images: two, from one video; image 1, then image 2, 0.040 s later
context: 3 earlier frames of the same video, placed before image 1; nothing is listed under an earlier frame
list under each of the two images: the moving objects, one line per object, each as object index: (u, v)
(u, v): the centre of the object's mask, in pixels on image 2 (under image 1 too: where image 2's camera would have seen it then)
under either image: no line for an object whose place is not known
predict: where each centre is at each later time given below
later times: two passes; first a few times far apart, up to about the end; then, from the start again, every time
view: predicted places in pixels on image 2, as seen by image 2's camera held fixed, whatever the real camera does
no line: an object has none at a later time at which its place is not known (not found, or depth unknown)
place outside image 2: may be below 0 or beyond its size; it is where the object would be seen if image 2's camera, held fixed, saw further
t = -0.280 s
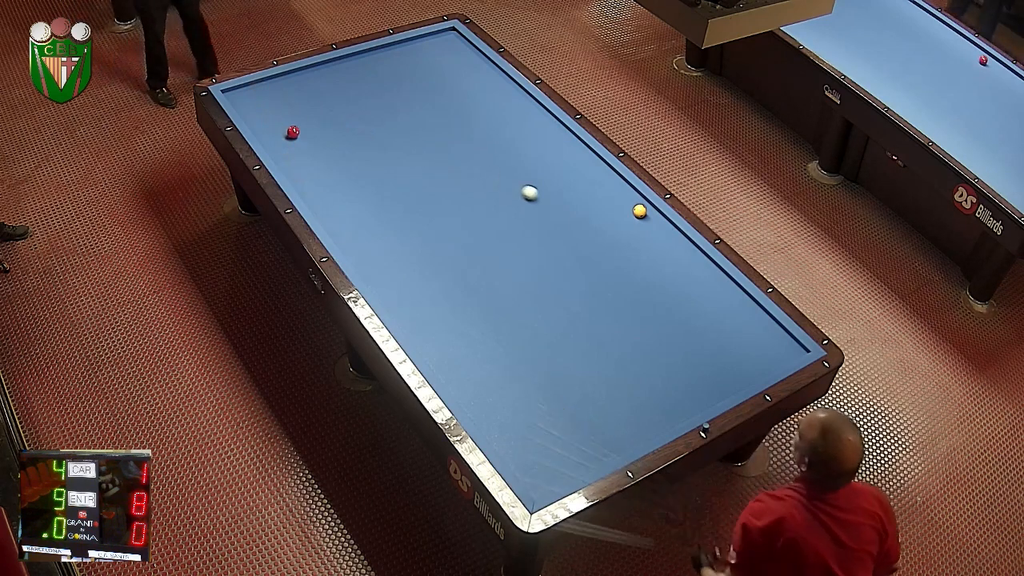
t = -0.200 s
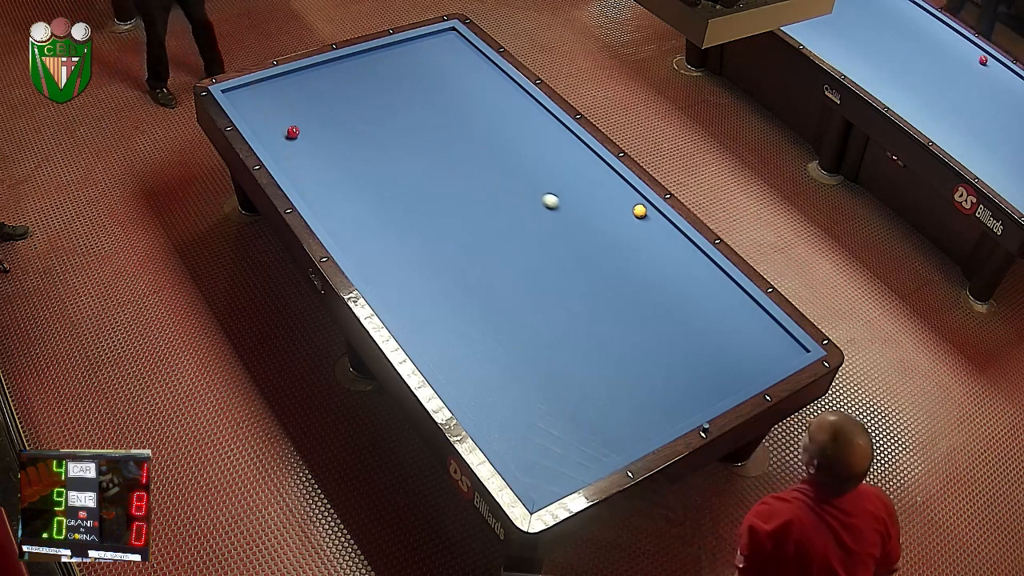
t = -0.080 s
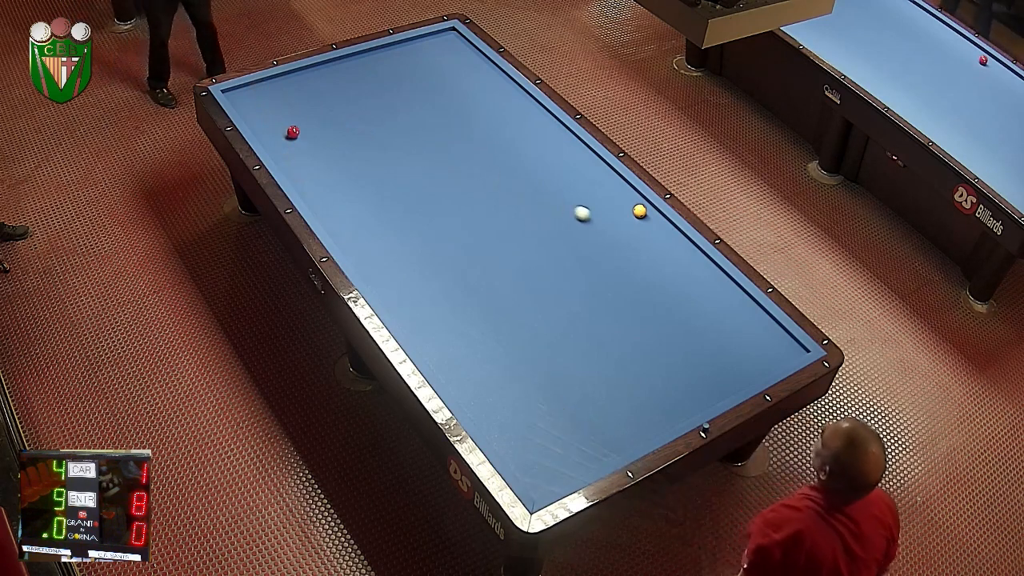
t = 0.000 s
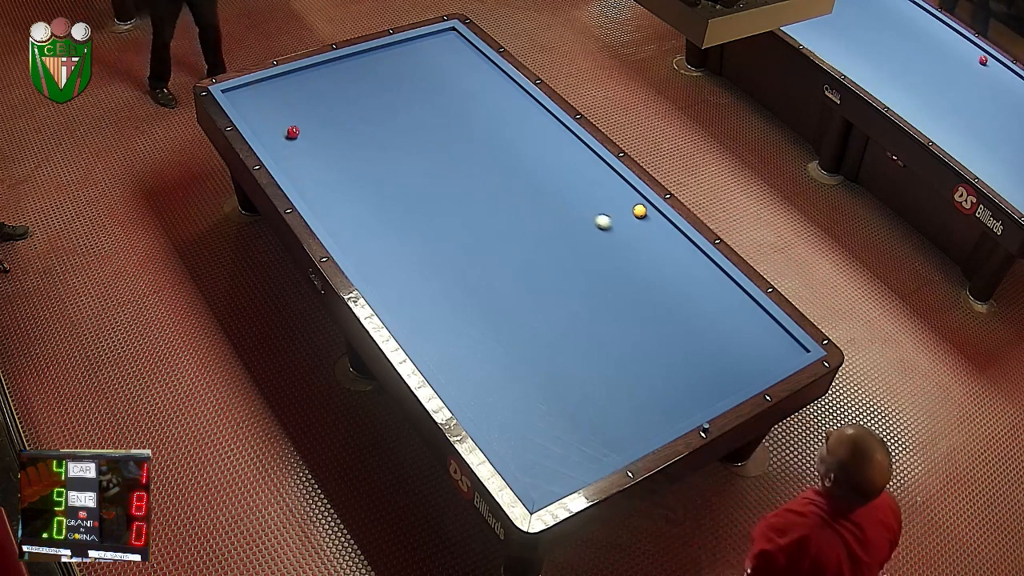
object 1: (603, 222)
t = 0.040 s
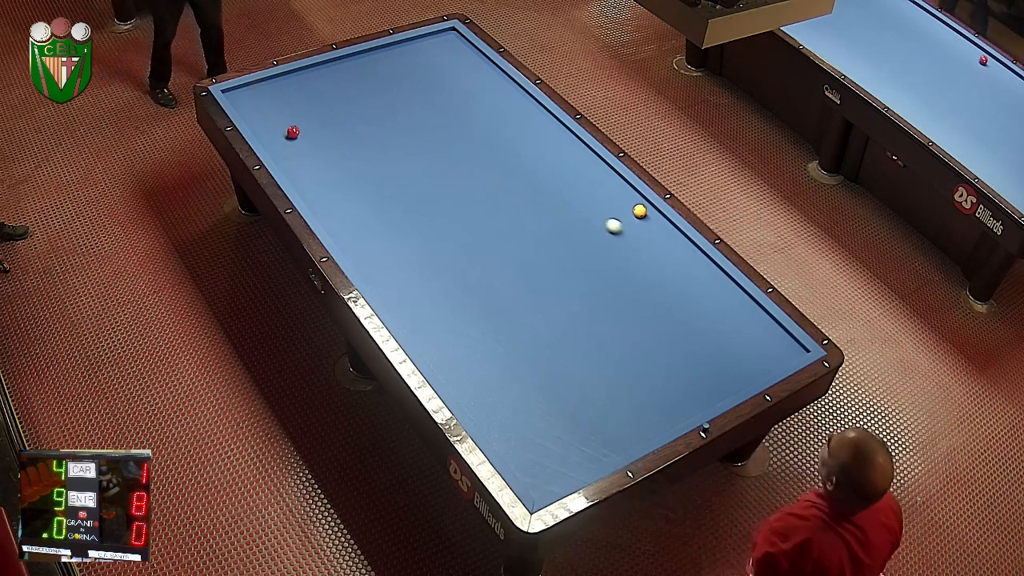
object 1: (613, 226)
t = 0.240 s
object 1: (666, 247)
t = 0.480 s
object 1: (717, 277)
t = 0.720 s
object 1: (737, 316)
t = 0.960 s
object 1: (759, 356)
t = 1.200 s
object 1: (739, 362)
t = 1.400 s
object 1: (706, 353)
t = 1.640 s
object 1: (667, 343)
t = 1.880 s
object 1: (629, 333)
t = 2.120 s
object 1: (592, 323)
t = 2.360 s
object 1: (555, 313)
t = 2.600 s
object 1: (519, 304)
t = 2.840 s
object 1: (484, 294)
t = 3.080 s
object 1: (451, 285)
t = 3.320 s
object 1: (417, 277)
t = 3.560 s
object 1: (386, 269)
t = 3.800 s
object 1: (356, 260)
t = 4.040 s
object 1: (354, 245)
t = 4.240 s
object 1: (356, 233)
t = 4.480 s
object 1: (357, 219)
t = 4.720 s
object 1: (358, 206)
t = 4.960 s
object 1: (359, 194)
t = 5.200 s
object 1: (360, 182)
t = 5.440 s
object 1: (361, 171)
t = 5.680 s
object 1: (362, 161)
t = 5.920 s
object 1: (363, 151)
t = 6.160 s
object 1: (364, 142)
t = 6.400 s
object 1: (365, 134)
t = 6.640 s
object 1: (366, 126)
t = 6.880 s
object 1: (367, 118)
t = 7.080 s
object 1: (368, 112)
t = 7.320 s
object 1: (369, 106)
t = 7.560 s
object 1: (370, 99)
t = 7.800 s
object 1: (371, 93)
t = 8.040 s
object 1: (372, 88)
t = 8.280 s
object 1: (373, 83)
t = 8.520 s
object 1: (373, 78)
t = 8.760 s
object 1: (374, 74)
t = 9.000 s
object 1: (375, 69)
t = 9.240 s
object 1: (376, 65)
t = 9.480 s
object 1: (376, 62)
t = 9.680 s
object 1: (377, 59)
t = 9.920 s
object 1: (378, 57)
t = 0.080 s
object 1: (624, 230)
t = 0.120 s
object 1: (634, 234)
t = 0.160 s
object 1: (645, 239)
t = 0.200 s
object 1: (656, 243)
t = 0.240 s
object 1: (666, 247)
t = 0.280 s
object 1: (677, 252)
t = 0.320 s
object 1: (687, 256)
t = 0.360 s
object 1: (698, 260)
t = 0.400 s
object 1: (709, 265)
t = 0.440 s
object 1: (714, 270)
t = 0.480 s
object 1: (717, 277)
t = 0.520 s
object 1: (720, 283)
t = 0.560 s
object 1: (723, 289)
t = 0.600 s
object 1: (727, 296)
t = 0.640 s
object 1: (730, 302)
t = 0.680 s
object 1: (734, 309)
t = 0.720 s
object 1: (737, 316)
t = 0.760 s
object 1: (741, 322)
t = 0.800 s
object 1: (745, 329)
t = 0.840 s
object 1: (748, 336)
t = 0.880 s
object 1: (752, 342)
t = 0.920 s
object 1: (755, 349)
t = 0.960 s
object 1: (759, 356)
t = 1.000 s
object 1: (763, 363)
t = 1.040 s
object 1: (765, 369)
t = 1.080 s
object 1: (759, 368)
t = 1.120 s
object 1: (752, 366)
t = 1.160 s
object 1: (745, 364)
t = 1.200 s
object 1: (739, 362)
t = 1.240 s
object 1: (732, 360)
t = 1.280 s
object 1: (725, 358)
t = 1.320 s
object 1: (719, 357)
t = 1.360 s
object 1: (712, 355)
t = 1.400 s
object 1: (706, 353)
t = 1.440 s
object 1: (699, 352)
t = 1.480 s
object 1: (693, 350)
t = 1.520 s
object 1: (686, 348)
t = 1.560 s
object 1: (680, 346)
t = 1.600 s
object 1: (674, 345)
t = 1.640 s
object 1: (667, 343)
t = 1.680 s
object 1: (661, 341)
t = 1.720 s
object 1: (655, 340)
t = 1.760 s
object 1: (648, 338)
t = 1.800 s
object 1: (642, 336)
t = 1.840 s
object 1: (635, 335)
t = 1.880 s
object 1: (629, 333)
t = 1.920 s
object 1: (623, 331)
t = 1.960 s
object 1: (617, 330)
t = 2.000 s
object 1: (611, 328)
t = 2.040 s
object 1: (604, 326)
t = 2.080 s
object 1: (598, 324)
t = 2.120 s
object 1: (592, 323)
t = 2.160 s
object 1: (586, 321)
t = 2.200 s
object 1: (579, 320)
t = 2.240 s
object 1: (573, 318)
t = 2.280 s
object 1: (567, 316)
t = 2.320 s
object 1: (561, 315)
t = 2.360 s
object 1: (555, 313)
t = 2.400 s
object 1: (549, 312)
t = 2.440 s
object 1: (543, 310)
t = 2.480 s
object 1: (537, 309)
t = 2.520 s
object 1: (531, 307)
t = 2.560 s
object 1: (525, 305)
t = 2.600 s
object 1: (519, 304)
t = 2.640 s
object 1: (513, 302)
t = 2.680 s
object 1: (508, 301)
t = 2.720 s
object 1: (502, 299)
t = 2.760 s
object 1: (496, 298)
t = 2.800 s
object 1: (490, 296)
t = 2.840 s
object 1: (484, 294)
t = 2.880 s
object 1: (479, 293)
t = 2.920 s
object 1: (473, 292)
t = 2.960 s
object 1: (467, 290)
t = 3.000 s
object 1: (462, 288)
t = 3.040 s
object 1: (456, 287)
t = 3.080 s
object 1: (451, 285)
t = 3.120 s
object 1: (445, 284)
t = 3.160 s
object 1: (439, 283)
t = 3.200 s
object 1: (434, 281)
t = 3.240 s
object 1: (428, 280)
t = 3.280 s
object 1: (423, 278)
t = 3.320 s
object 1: (417, 277)
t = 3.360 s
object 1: (412, 275)
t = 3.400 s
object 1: (407, 274)
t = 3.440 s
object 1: (401, 273)
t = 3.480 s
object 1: (396, 271)
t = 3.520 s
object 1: (391, 270)
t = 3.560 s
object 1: (386, 269)
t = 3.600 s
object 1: (381, 267)
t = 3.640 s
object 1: (375, 266)
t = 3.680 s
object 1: (370, 264)
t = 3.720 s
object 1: (365, 263)
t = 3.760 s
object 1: (360, 262)
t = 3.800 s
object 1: (356, 260)
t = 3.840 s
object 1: (354, 257)
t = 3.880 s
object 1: (354, 255)
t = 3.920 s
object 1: (354, 253)
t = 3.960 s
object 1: (354, 250)
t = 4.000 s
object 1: (354, 247)
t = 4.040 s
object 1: (354, 245)
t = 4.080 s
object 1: (355, 242)
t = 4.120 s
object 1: (355, 240)
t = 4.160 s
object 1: (355, 238)
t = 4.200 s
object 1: (355, 235)
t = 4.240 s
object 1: (356, 233)
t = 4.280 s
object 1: (356, 230)
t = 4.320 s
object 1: (356, 228)
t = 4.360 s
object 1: (356, 226)
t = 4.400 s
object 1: (357, 223)
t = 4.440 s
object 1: (357, 221)
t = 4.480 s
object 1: (357, 219)
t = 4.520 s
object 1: (357, 217)
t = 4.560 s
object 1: (357, 214)
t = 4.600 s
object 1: (357, 212)
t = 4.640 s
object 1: (358, 210)
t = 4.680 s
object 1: (358, 208)
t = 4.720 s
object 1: (358, 206)
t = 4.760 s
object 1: (358, 204)
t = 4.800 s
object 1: (358, 202)
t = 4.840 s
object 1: (359, 200)
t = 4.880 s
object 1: (359, 198)
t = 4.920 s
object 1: (359, 196)
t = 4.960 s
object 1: (359, 194)
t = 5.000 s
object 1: (359, 192)
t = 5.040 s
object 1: (359, 190)
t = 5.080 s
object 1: (360, 188)
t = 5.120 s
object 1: (360, 186)
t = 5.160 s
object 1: (360, 184)
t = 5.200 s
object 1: (360, 182)
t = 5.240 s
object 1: (360, 180)
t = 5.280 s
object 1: (361, 178)
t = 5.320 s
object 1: (361, 177)
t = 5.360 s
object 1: (361, 175)
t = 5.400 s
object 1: (361, 173)
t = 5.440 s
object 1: (361, 171)
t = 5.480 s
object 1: (361, 169)
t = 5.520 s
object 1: (362, 168)
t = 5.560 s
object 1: (362, 166)
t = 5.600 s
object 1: (362, 164)
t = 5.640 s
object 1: (362, 163)
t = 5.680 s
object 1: (362, 161)
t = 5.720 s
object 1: (363, 159)
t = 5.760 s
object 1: (363, 158)
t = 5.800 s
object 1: (363, 156)
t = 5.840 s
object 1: (363, 155)
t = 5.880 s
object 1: (363, 153)
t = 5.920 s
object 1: (363, 151)
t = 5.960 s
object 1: (364, 150)
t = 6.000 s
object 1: (364, 148)
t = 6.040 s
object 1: (364, 147)
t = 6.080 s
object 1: (364, 145)
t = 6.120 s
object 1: (364, 144)
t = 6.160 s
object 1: (364, 142)
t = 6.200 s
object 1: (365, 141)
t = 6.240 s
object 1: (365, 139)
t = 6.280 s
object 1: (365, 138)
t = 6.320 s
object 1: (365, 137)
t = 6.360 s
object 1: (365, 135)
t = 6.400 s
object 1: (365, 134)
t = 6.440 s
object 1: (365, 132)
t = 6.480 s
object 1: (366, 131)
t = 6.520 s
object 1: (366, 130)
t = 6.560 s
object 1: (366, 128)
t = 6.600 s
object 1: (366, 127)
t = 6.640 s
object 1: (366, 126)
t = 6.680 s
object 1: (366, 125)
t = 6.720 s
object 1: (367, 123)
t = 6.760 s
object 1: (367, 122)
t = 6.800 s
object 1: (367, 121)
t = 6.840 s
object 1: (367, 119)
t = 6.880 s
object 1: (367, 118)
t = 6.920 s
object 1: (367, 117)
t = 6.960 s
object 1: (368, 116)
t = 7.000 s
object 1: (368, 115)
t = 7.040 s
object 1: (368, 113)
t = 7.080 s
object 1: (368, 112)
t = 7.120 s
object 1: (368, 111)
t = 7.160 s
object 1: (368, 110)
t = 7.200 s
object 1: (368, 109)
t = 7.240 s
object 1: (369, 108)
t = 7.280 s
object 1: (369, 107)
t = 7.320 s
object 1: (369, 106)
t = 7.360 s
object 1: (369, 105)
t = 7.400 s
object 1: (369, 104)
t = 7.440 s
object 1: (369, 102)
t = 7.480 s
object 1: (370, 101)
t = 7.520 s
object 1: (370, 100)
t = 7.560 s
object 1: (370, 99)
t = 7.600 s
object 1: (370, 98)
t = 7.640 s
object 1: (370, 97)
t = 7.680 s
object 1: (370, 96)
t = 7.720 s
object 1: (370, 95)
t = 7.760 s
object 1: (371, 94)
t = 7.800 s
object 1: (371, 93)
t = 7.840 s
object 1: (371, 93)
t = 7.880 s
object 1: (371, 92)
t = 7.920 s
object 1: (371, 91)
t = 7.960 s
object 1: (371, 90)
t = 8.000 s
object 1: (371, 89)
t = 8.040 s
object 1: (372, 88)
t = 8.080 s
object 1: (372, 87)
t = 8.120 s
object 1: (372, 86)
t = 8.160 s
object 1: (372, 85)
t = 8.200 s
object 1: (372, 84)
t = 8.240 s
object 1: (372, 84)
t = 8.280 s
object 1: (373, 83)
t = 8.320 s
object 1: (373, 82)
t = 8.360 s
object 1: (373, 81)
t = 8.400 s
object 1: (373, 80)
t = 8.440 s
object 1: (373, 79)
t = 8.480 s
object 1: (373, 79)
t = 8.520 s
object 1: (373, 78)
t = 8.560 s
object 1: (373, 77)
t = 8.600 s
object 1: (374, 77)
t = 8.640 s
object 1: (374, 76)
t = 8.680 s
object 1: (374, 75)
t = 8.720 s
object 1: (374, 74)
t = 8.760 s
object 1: (374, 74)
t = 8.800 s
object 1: (374, 73)
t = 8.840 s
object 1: (375, 72)
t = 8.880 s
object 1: (375, 72)
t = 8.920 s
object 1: (375, 71)
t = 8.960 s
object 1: (375, 70)
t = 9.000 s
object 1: (375, 69)
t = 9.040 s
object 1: (375, 69)
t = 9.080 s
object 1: (375, 68)
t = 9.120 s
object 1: (376, 68)
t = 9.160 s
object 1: (376, 67)
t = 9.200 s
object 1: (376, 66)
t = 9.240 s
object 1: (376, 65)
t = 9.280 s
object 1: (376, 65)
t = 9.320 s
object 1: (376, 64)
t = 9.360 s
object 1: (376, 64)
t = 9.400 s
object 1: (376, 63)
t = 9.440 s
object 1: (376, 63)
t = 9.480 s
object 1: (376, 62)
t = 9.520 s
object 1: (377, 61)
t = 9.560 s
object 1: (377, 61)
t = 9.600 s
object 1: (377, 60)
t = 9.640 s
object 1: (377, 60)
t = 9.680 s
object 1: (377, 59)
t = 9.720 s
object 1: (377, 59)
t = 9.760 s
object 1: (377, 58)
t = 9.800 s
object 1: (377, 58)
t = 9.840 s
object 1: (377, 57)
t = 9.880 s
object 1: (378, 57)
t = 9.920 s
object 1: (378, 57)
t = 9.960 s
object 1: (378, 56)
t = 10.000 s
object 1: (378, 55)
